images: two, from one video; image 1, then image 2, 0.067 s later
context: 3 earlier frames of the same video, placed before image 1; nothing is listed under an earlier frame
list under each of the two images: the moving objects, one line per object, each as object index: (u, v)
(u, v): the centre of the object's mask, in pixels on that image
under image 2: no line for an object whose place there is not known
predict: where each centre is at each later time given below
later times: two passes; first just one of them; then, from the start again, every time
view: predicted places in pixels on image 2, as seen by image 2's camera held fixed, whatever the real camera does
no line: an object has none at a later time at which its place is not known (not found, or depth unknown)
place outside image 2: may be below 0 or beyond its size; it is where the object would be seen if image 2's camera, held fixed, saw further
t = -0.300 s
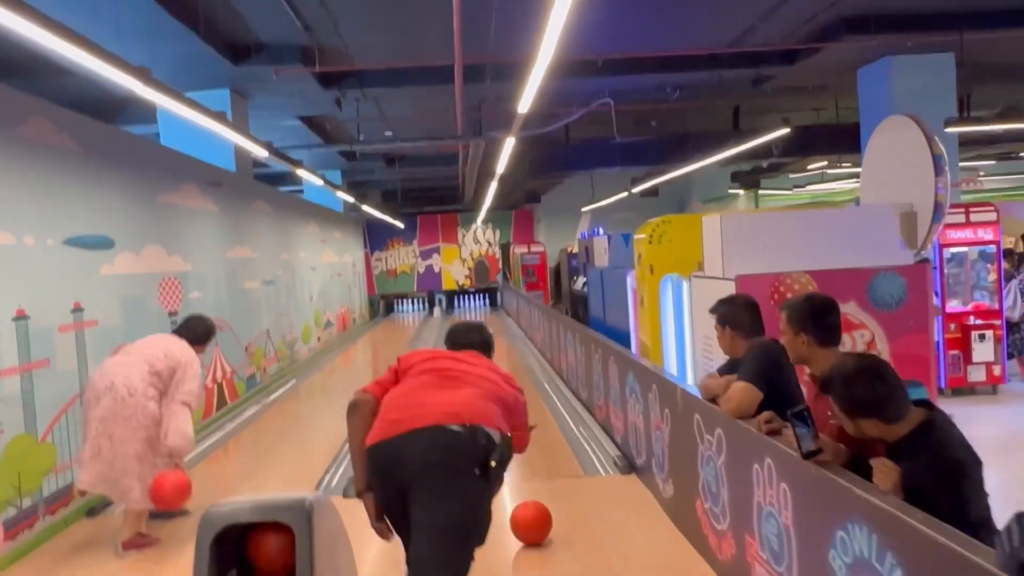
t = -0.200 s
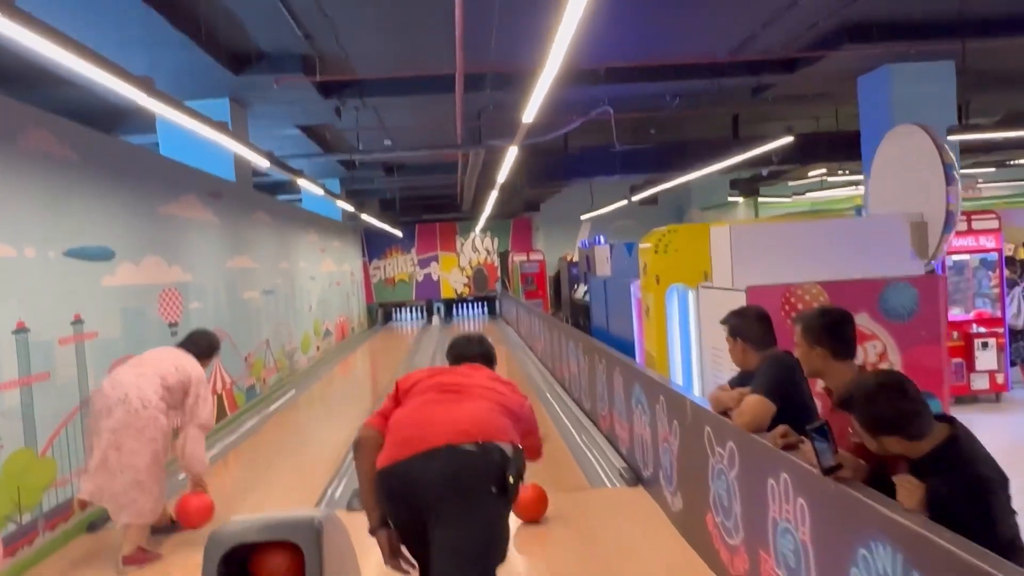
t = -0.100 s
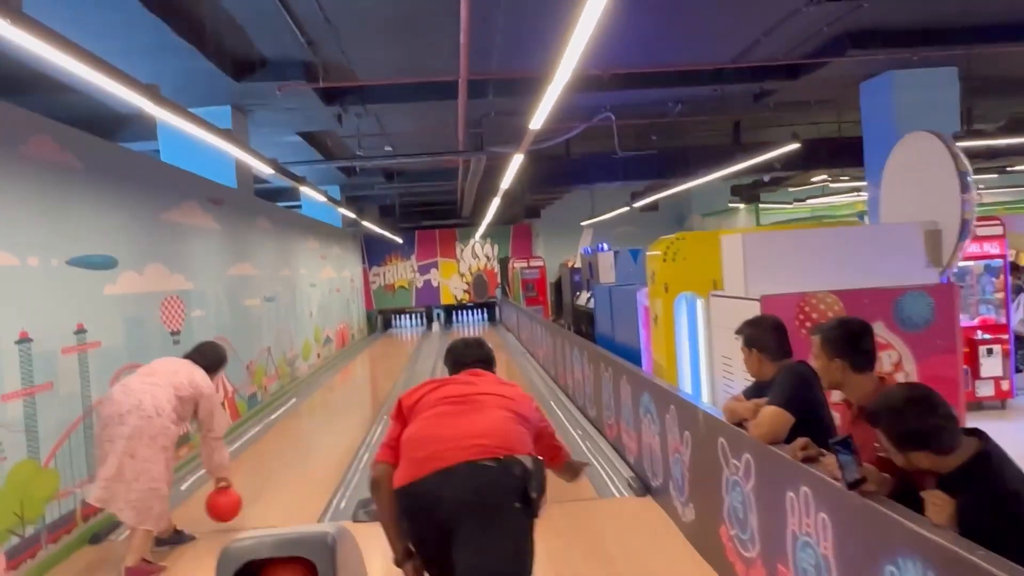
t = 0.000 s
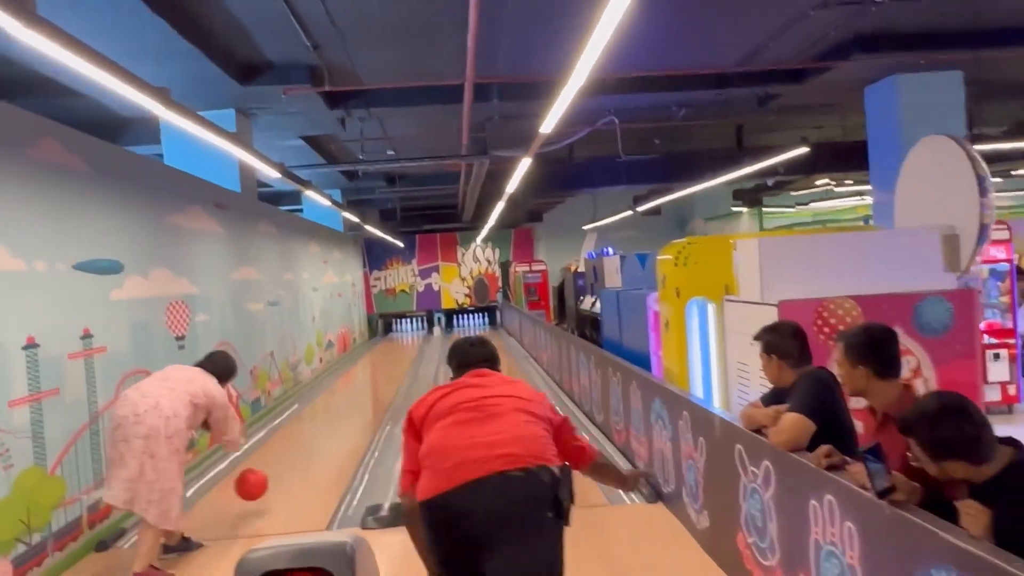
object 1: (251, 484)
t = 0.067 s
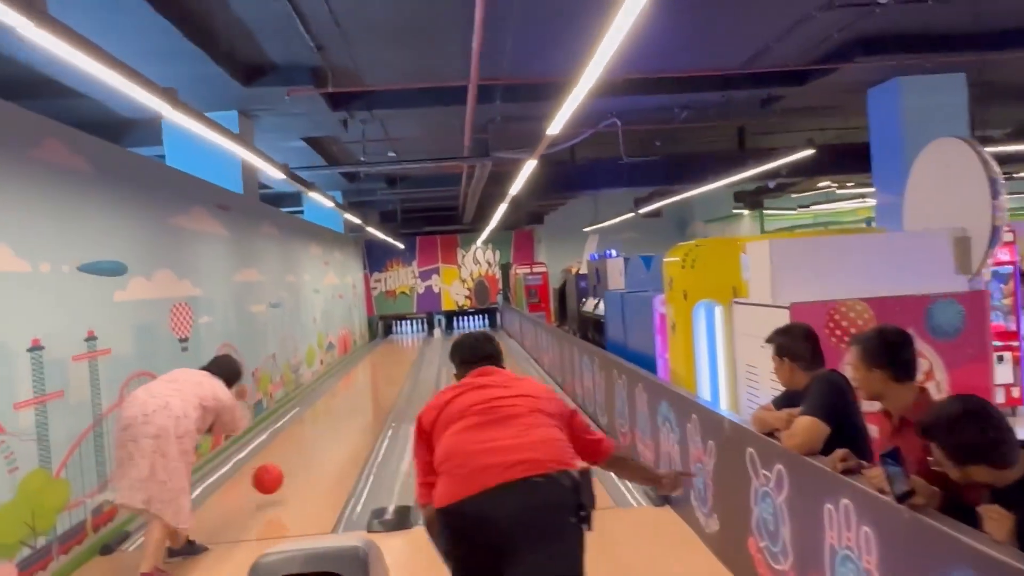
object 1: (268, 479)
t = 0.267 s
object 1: (297, 460)
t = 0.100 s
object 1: (274, 477)
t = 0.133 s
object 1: (279, 477)
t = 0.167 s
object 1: (284, 474)
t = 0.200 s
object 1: (289, 468)
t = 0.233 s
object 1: (293, 464)
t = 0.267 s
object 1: (297, 460)
